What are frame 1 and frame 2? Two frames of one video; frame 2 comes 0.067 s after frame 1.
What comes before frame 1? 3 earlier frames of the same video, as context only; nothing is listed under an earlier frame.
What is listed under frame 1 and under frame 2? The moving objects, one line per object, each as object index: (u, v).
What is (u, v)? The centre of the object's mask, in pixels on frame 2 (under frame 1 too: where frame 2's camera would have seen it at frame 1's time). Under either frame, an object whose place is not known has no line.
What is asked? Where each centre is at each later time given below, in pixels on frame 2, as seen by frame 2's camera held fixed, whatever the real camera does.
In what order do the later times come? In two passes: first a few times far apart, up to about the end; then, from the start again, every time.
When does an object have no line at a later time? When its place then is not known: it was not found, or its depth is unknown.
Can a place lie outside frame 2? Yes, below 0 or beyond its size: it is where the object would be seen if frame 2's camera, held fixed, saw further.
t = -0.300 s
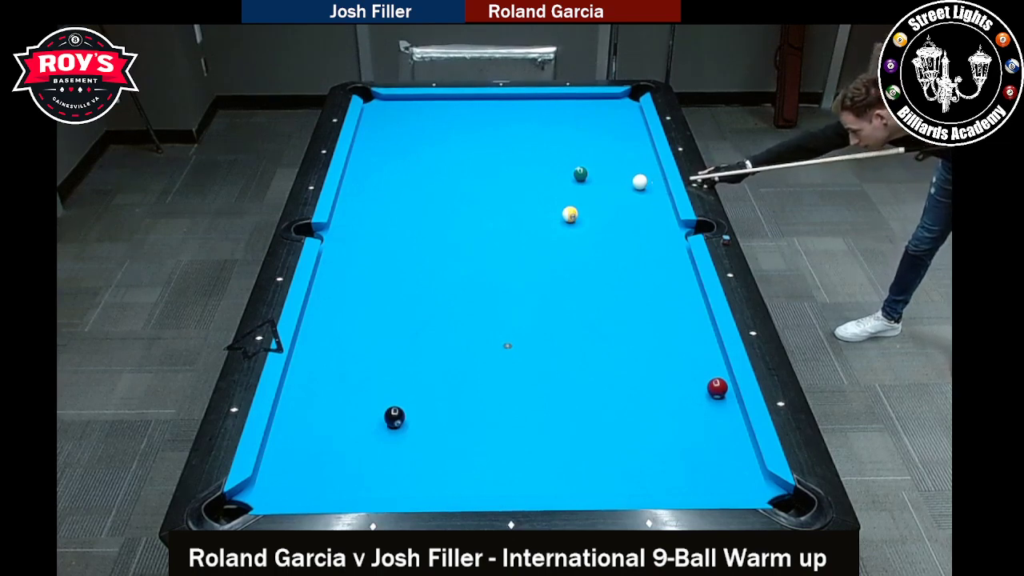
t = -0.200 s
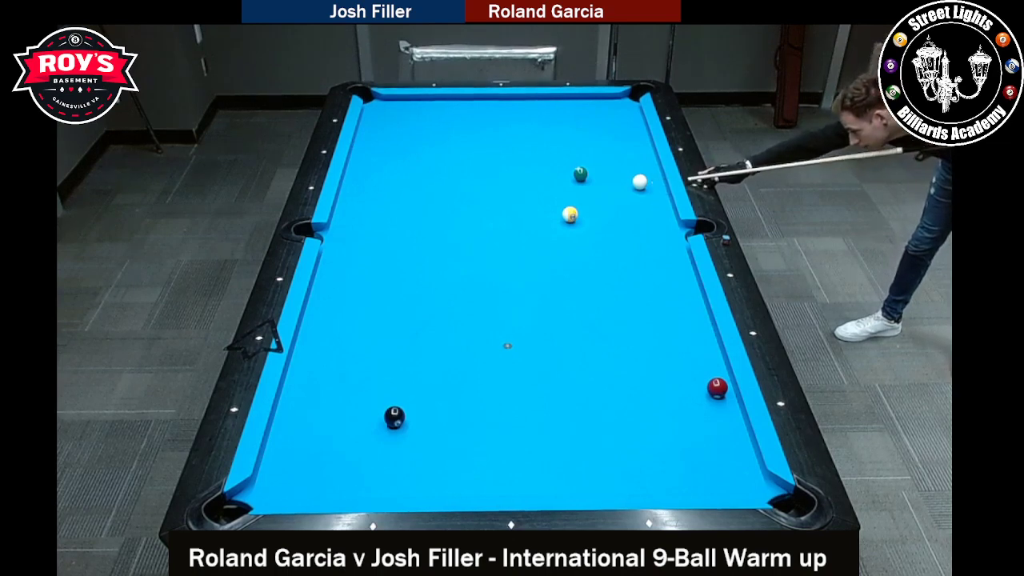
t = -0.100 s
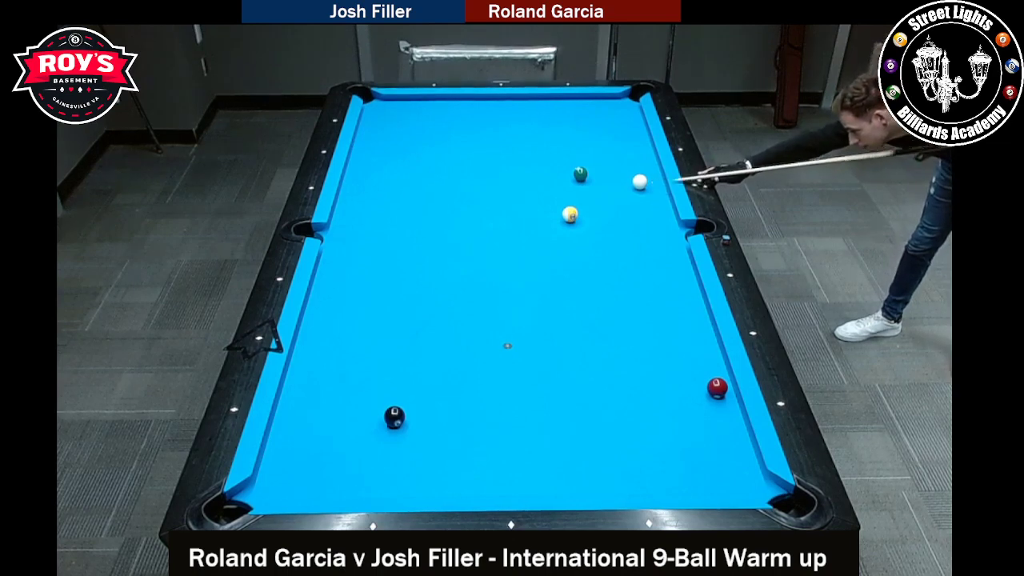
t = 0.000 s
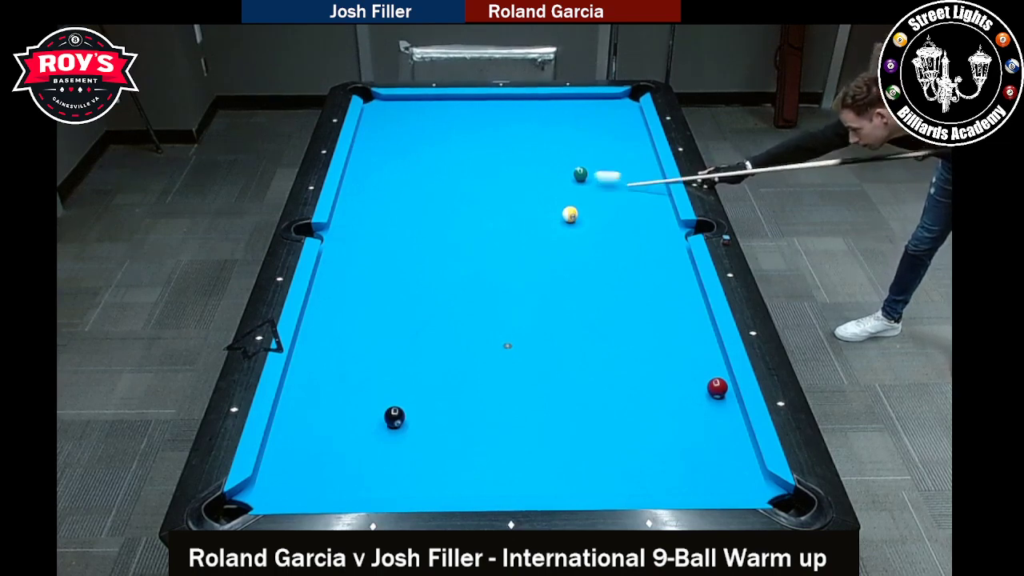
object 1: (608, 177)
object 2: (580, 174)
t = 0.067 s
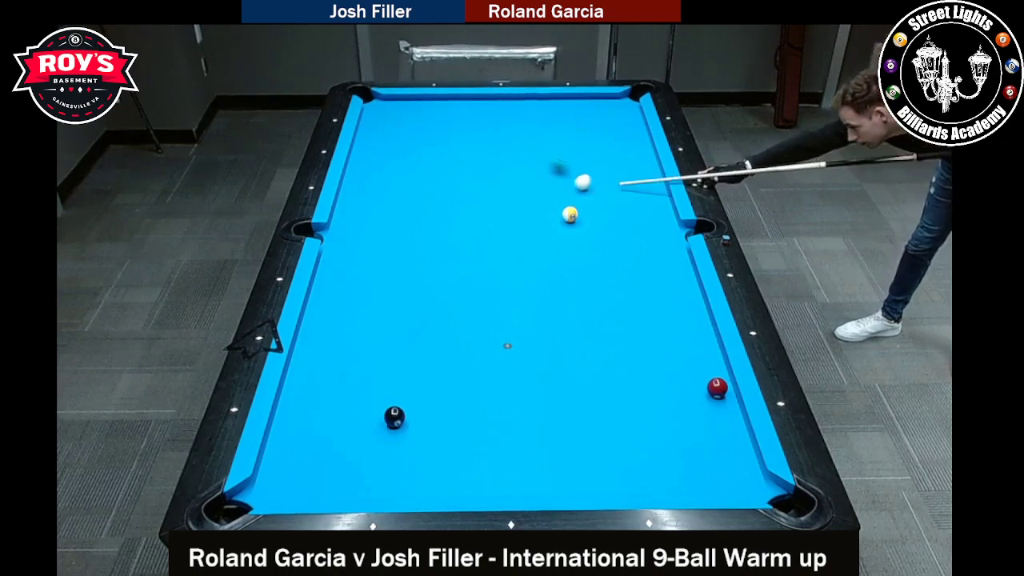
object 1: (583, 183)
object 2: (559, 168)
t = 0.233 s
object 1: (556, 199)
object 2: (494, 145)
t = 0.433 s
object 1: (530, 219)
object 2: (433, 123)
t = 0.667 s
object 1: (499, 242)
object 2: (370, 100)
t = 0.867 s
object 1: (470, 263)
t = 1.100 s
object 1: (435, 290)
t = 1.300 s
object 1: (402, 313)
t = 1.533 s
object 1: (363, 343)
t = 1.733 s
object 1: (327, 369)
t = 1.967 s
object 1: (284, 402)
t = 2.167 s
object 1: (296, 430)
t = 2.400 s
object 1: (311, 464)
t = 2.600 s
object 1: (324, 490)
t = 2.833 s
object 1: (357, 469)
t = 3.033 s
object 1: (382, 451)
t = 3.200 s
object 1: (402, 437)
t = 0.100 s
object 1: (576, 186)
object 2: (544, 163)
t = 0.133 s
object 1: (570, 190)
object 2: (530, 157)
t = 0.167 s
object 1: (565, 193)
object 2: (517, 154)
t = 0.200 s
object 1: (560, 196)
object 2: (506, 149)
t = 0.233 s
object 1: (556, 199)
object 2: (494, 145)
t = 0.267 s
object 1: (551, 203)
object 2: (483, 141)
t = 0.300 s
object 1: (547, 206)
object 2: (473, 138)
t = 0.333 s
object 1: (543, 209)
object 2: (463, 134)
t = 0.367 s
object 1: (539, 212)
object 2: (453, 130)
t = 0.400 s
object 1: (535, 215)
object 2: (443, 127)
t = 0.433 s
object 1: (530, 219)
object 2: (433, 123)
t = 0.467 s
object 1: (526, 222)
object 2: (424, 120)
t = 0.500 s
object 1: (522, 226)
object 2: (415, 116)
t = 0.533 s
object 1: (517, 229)
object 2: (405, 114)
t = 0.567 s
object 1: (512, 232)
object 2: (396, 110)
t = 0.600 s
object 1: (508, 235)
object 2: (388, 106)
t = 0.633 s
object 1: (503, 239)
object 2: (379, 103)
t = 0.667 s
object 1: (499, 242)
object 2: (370, 100)
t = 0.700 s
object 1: (494, 246)
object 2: (364, 96)
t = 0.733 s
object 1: (489, 249)
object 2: (356, 93)
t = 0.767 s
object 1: (484, 253)
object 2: (355, 94)
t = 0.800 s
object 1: (480, 256)
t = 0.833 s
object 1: (475, 260)
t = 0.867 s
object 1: (470, 263)
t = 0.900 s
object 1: (465, 267)
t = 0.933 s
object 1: (460, 271)
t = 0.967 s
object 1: (455, 274)
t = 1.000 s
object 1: (450, 278)
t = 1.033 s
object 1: (445, 282)
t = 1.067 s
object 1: (440, 286)
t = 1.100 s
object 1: (435, 290)
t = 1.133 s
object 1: (429, 293)
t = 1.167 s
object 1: (424, 297)
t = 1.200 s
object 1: (419, 301)
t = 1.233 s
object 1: (413, 305)
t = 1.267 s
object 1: (408, 309)
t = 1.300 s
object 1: (402, 313)
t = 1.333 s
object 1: (397, 317)
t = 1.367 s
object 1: (391, 321)
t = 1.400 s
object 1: (386, 326)
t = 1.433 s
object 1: (380, 330)
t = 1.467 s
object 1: (374, 334)
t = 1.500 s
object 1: (369, 338)
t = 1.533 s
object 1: (363, 343)
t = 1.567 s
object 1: (357, 347)
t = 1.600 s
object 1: (351, 351)
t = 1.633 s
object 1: (345, 356)
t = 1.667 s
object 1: (339, 360)
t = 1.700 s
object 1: (333, 365)
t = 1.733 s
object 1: (327, 369)
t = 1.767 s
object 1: (320, 374)
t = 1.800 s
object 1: (314, 378)
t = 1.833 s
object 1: (308, 383)
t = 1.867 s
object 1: (301, 388)
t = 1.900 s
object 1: (295, 392)
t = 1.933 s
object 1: (288, 397)
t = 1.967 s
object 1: (284, 402)
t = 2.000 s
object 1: (286, 407)
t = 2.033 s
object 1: (288, 411)
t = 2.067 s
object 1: (290, 416)
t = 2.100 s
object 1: (292, 421)
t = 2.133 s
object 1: (294, 425)
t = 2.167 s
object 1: (296, 430)
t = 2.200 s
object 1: (298, 435)
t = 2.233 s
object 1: (300, 439)
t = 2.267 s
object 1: (302, 444)
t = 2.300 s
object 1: (304, 449)
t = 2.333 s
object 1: (306, 454)
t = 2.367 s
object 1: (309, 459)
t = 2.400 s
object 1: (311, 464)
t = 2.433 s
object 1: (313, 469)
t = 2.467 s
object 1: (315, 474)
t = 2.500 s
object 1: (317, 479)
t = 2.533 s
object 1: (319, 484)
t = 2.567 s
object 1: (321, 488)
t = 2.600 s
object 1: (324, 490)
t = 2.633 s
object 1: (329, 487)
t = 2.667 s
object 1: (334, 485)
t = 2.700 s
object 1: (339, 482)
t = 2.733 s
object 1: (344, 478)
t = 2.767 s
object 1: (348, 475)
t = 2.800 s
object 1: (352, 472)
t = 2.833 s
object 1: (357, 469)
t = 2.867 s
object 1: (361, 466)
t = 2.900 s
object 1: (366, 462)
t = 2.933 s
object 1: (370, 460)
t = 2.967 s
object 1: (374, 456)
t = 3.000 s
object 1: (378, 453)
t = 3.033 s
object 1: (382, 451)
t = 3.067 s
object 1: (386, 448)
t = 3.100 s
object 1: (390, 445)
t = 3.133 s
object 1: (394, 442)
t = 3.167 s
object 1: (398, 439)
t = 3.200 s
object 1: (402, 437)
